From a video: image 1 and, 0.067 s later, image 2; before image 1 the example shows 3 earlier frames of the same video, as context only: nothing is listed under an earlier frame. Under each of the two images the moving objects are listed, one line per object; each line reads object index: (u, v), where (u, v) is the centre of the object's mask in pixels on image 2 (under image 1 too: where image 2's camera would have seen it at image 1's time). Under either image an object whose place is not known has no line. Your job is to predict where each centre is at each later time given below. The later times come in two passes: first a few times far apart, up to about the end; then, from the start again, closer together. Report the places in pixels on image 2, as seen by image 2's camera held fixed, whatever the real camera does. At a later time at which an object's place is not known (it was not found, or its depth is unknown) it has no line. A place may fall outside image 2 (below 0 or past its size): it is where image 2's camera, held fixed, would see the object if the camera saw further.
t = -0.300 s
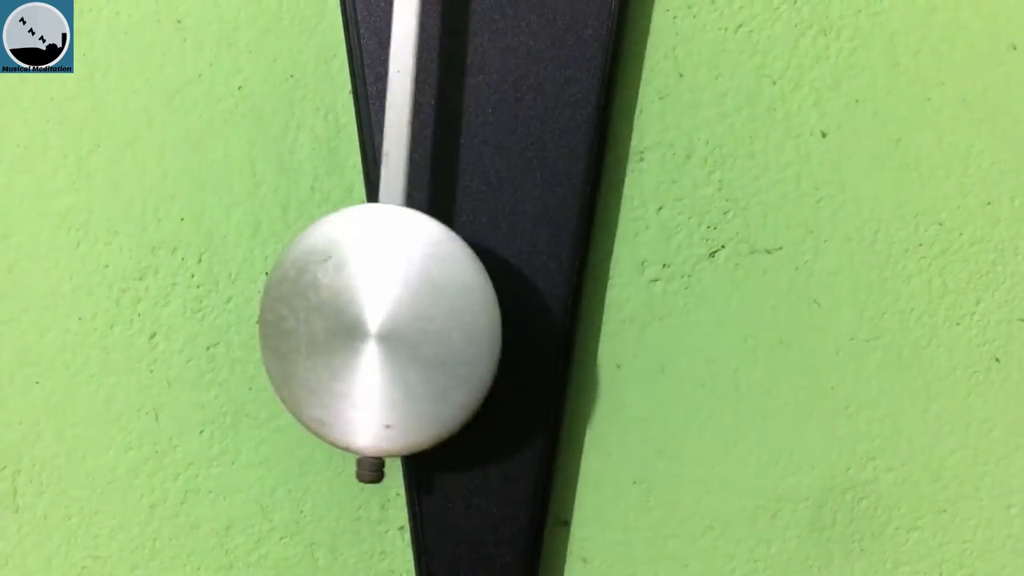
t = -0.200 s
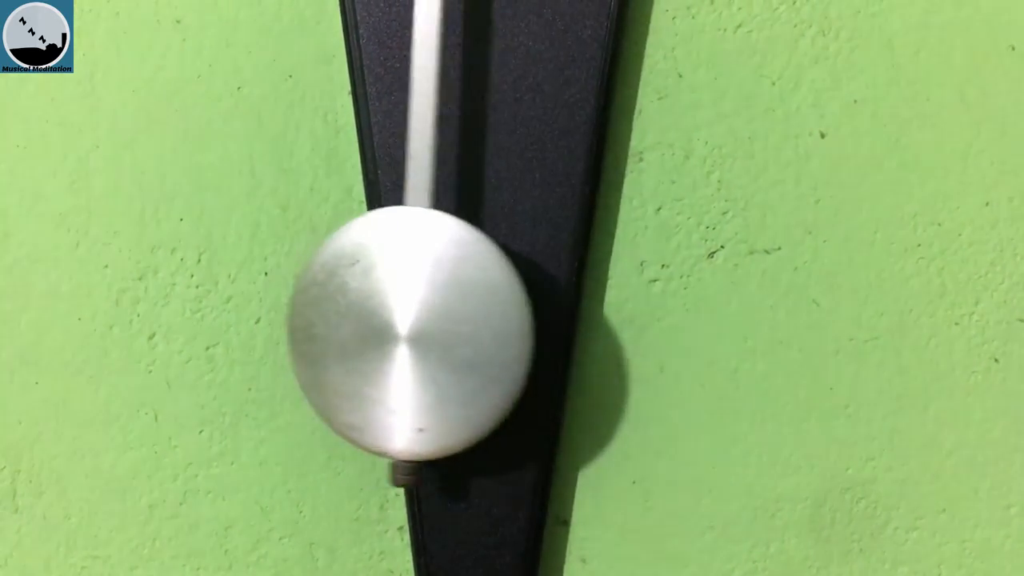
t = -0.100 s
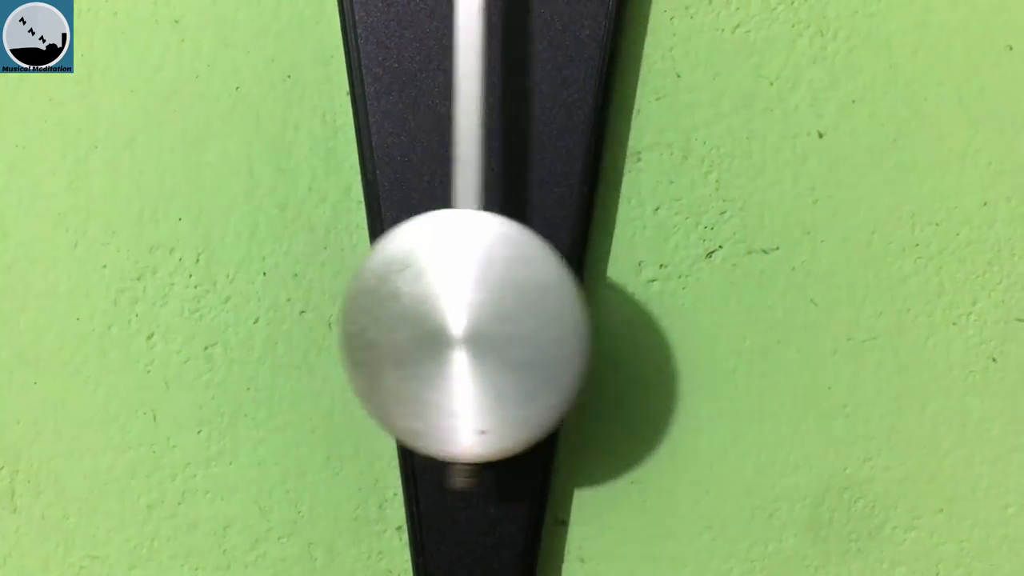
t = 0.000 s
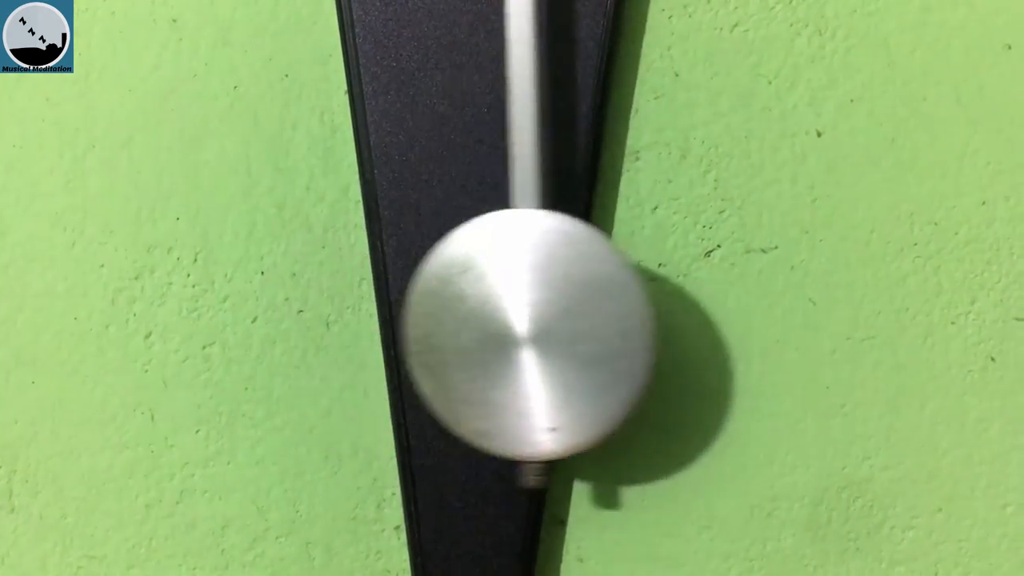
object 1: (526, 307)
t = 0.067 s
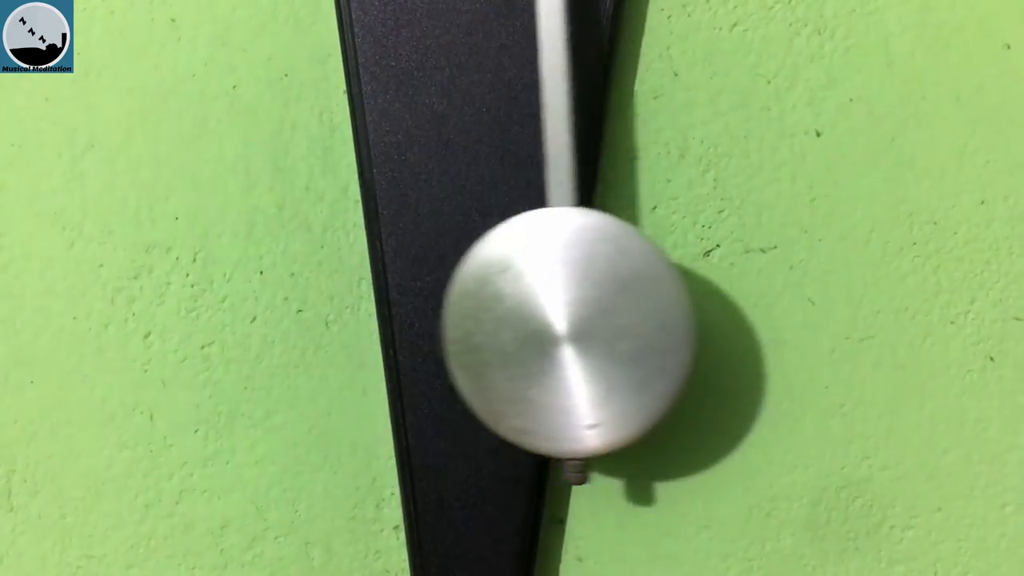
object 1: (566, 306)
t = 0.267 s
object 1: (616, 305)
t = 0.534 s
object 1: (497, 306)
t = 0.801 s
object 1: (374, 308)
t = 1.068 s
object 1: (456, 307)
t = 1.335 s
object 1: (600, 307)
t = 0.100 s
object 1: (582, 306)
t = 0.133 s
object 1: (596, 306)
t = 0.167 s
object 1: (607, 305)
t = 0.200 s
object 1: (614, 306)
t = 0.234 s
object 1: (617, 305)
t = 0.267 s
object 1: (616, 305)
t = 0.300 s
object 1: (611, 305)
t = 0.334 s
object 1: (602, 305)
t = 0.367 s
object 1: (590, 305)
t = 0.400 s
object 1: (575, 305)
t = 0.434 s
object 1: (558, 305)
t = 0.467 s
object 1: (538, 304)
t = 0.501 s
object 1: (517, 306)
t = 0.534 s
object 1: (497, 306)
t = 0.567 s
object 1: (476, 305)
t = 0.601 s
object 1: (456, 305)
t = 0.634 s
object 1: (435, 306)
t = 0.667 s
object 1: (418, 307)
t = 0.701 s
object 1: (402, 307)
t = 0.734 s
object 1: (389, 307)
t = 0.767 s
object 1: (380, 307)
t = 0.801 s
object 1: (374, 308)
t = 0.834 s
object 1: (372, 308)
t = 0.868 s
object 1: (374, 308)
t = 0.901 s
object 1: (380, 308)
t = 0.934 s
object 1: (389, 308)
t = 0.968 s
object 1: (403, 308)
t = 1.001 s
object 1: (418, 308)
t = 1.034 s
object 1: (436, 309)
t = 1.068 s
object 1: (456, 307)
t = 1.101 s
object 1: (477, 306)
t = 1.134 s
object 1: (498, 307)
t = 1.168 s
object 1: (519, 307)
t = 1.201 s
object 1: (538, 307)
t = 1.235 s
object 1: (558, 307)
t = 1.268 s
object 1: (574, 307)
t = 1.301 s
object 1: (589, 307)
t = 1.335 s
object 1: (600, 307)
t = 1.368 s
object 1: (608, 307)
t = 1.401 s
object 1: (612, 308)
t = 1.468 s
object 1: (608, 309)
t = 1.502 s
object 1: (600, 309)
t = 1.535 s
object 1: (589, 309)
